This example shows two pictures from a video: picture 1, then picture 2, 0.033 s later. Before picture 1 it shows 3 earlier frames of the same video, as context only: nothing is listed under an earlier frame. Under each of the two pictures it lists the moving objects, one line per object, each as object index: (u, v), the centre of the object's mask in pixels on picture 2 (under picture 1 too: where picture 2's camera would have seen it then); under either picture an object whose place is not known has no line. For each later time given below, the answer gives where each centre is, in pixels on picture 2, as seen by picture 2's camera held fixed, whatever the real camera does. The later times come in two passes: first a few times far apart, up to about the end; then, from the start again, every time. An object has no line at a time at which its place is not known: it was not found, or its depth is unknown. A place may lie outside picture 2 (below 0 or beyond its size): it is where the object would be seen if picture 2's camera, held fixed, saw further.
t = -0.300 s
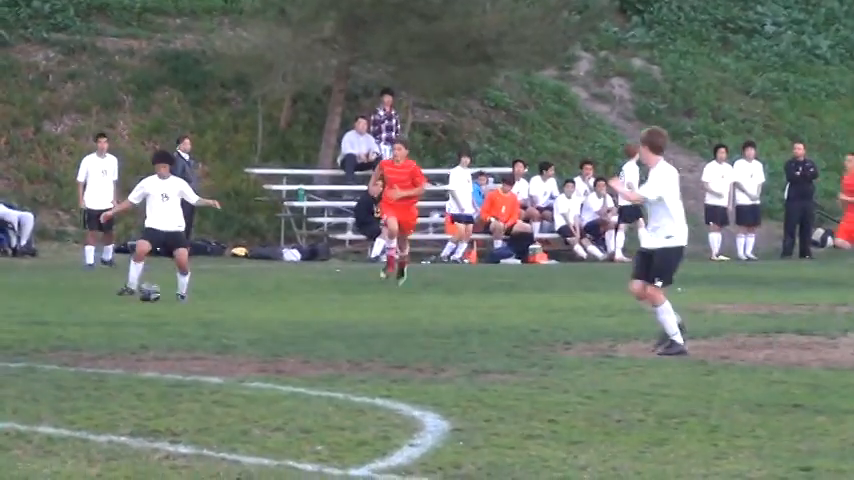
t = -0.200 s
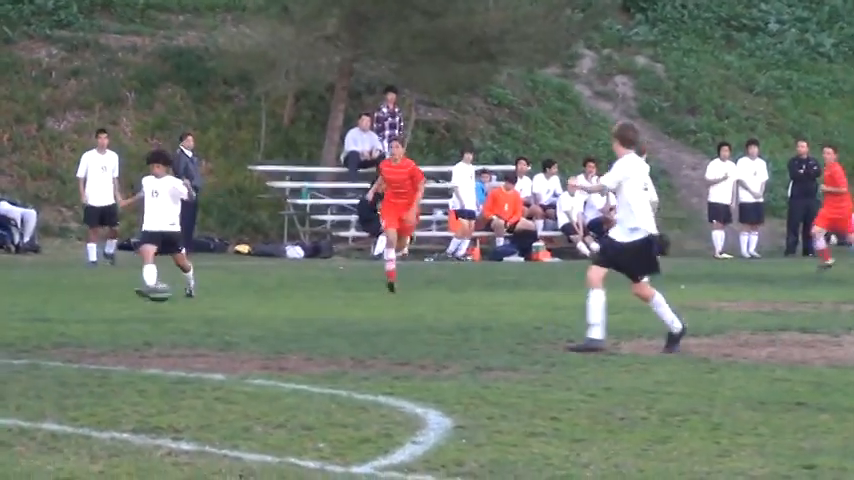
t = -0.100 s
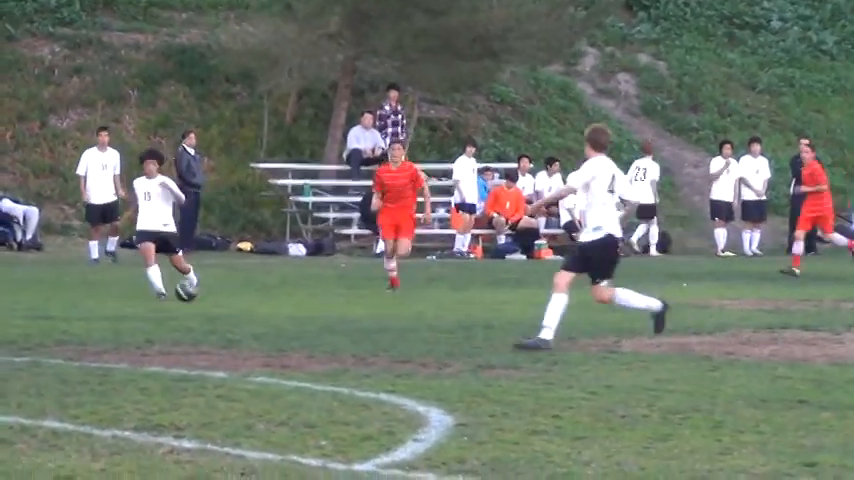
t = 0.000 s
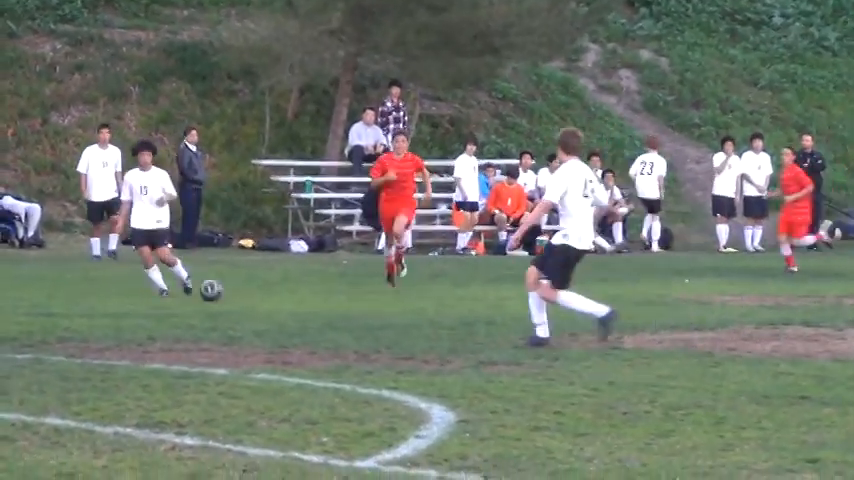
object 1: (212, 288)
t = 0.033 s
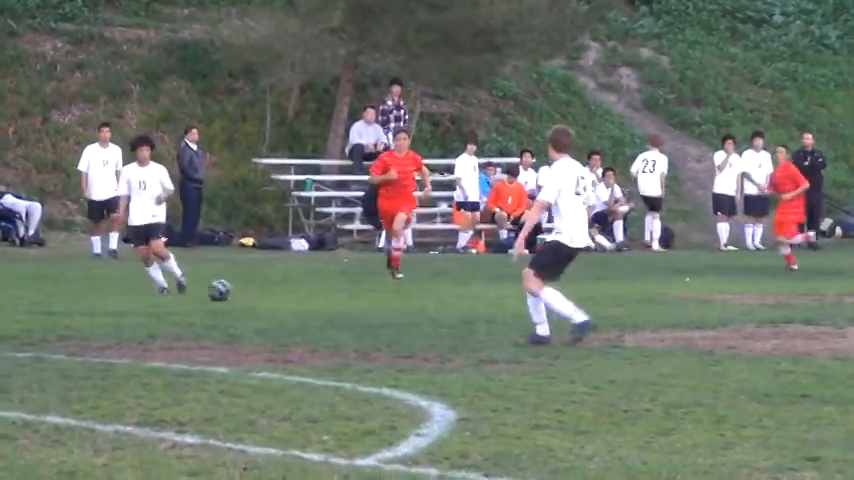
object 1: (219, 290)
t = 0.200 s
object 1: (250, 291)
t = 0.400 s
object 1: (278, 291)
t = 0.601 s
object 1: (305, 303)
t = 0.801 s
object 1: (329, 309)
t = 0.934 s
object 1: (344, 290)
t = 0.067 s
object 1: (226, 292)
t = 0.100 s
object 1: (234, 294)
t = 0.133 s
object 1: (239, 293)
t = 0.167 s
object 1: (244, 291)
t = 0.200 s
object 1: (250, 291)
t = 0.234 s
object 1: (254, 293)
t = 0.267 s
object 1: (259, 296)
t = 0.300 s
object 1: (265, 299)
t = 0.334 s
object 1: (269, 297)
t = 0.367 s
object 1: (273, 293)
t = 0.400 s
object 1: (278, 291)
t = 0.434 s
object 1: (282, 290)
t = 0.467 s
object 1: (286, 289)
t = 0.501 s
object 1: (292, 291)
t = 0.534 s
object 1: (295, 294)
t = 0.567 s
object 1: (300, 298)
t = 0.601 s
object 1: (305, 303)
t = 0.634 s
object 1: (308, 304)
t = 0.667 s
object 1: (313, 303)
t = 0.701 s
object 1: (317, 303)
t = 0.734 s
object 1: (321, 305)
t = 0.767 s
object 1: (325, 307)
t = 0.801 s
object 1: (329, 309)
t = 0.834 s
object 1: (333, 304)
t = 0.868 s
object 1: (337, 298)
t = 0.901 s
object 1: (341, 294)
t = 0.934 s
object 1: (344, 290)
